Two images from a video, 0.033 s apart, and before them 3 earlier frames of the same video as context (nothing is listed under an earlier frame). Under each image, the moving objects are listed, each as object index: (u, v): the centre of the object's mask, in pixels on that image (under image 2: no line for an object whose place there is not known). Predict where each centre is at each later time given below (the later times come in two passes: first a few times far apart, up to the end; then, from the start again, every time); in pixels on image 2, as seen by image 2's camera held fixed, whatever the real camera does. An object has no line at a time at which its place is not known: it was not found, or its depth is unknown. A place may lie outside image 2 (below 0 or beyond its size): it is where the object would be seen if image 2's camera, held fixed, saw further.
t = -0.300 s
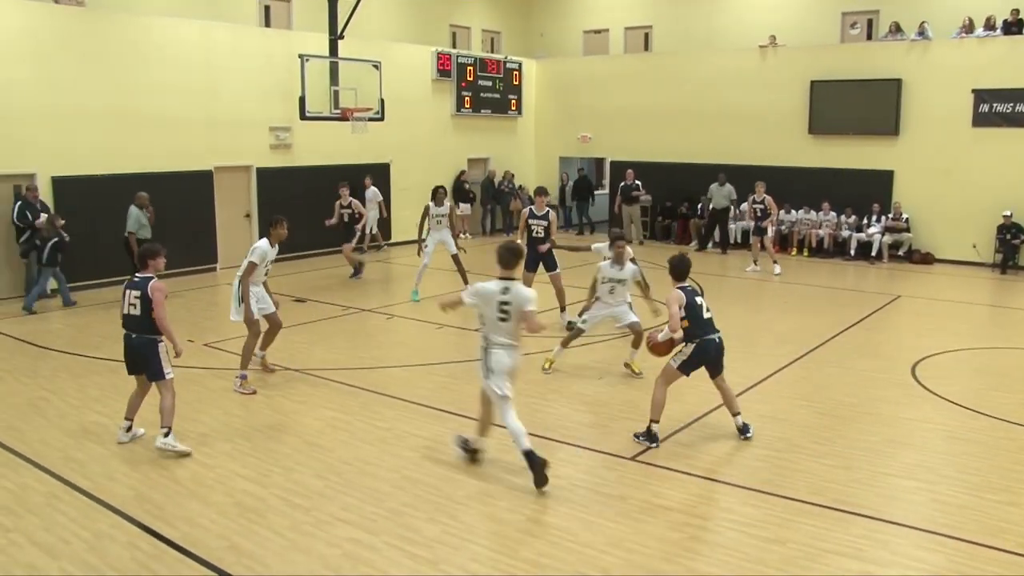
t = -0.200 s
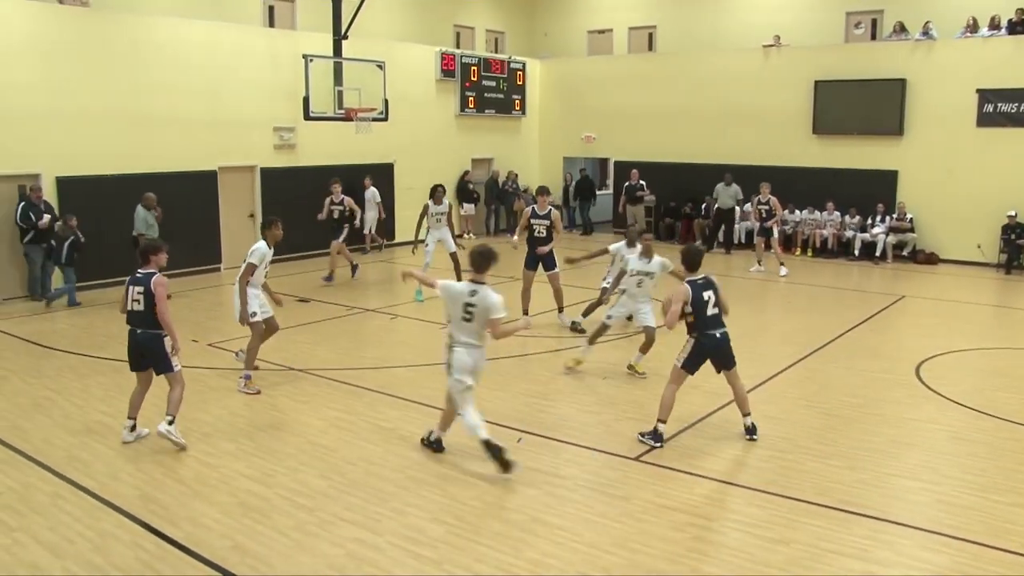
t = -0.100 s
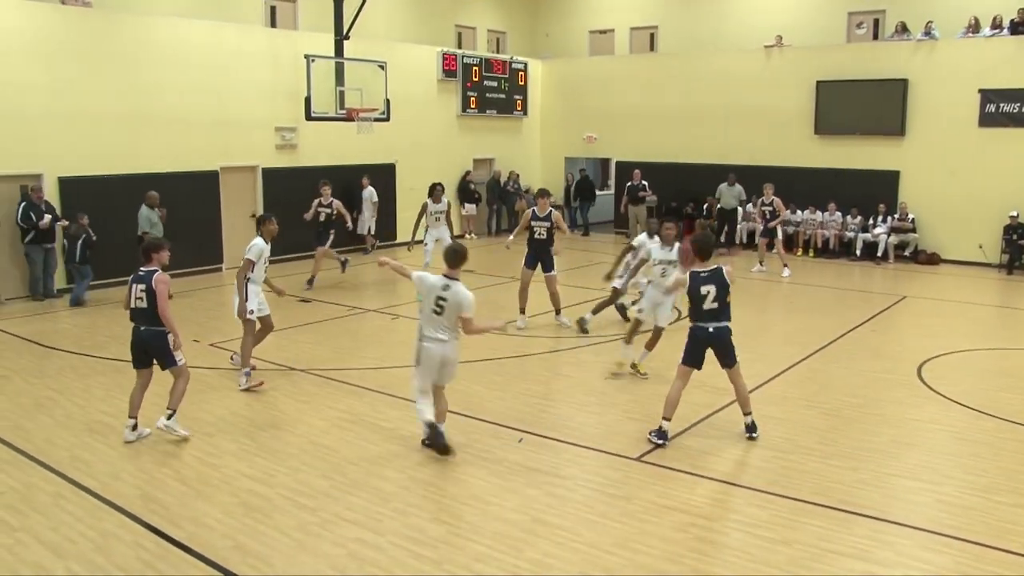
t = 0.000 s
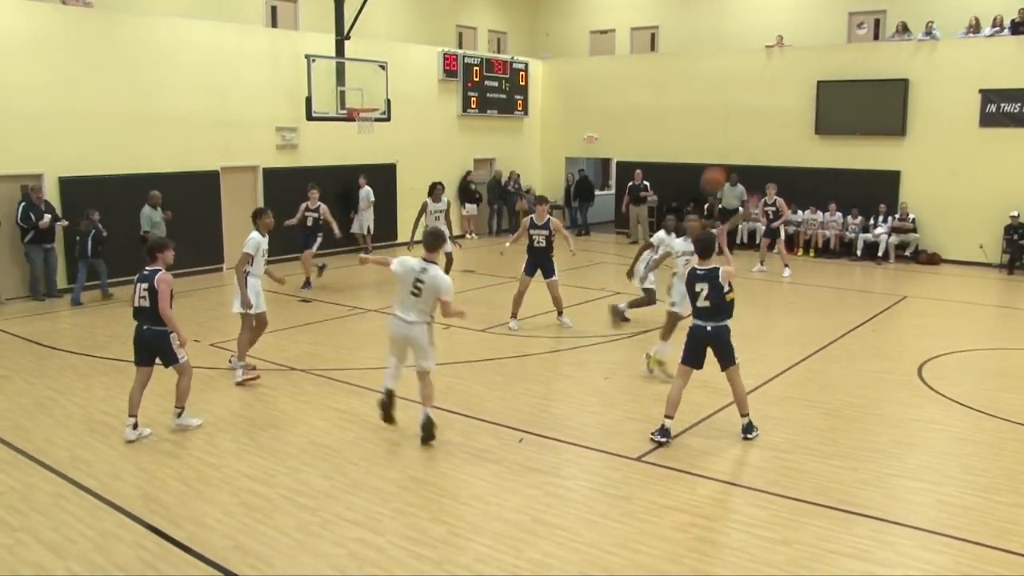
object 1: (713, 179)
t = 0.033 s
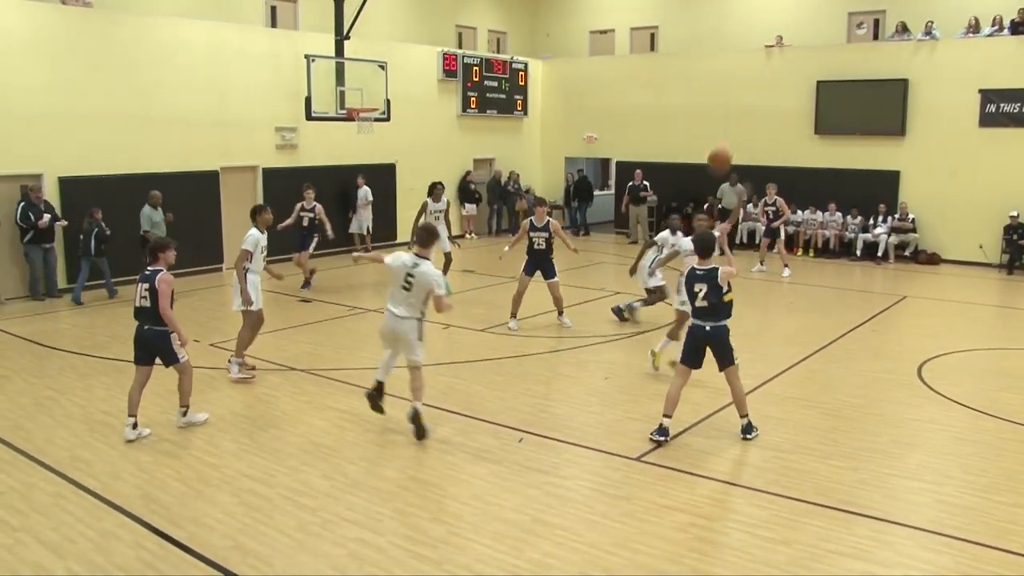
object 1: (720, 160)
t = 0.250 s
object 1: (752, 77)
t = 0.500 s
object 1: (779, 47)
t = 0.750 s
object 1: (797, 63)
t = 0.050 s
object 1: (722, 151)
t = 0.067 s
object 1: (725, 143)
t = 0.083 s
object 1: (728, 135)
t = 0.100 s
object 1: (731, 127)
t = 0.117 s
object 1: (733, 120)
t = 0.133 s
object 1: (736, 113)
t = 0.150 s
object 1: (738, 107)
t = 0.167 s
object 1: (741, 101)
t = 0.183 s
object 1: (743, 95)
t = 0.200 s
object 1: (745, 90)
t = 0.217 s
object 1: (748, 85)
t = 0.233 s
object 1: (750, 81)
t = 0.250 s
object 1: (752, 77)
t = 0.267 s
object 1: (754, 73)
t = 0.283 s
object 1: (756, 69)
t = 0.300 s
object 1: (758, 66)
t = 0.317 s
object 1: (760, 63)
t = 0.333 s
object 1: (762, 60)
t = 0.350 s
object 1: (764, 58)
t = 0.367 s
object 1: (766, 56)
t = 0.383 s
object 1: (768, 54)
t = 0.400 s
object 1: (769, 53)
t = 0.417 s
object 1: (771, 51)
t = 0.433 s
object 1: (772, 50)
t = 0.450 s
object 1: (774, 49)
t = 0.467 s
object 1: (776, 48)
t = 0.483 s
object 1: (778, 47)
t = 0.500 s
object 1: (779, 47)
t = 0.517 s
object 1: (780, 47)
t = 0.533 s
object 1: (782, 47)
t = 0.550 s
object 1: (783, 47)
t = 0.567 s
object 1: (784, 48)
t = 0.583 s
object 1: (786, 48)
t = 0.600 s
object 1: (787, 49)
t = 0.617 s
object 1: (788, 50)
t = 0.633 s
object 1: (789, 51)
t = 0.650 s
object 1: (791, 52)
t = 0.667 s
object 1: (792, 54)
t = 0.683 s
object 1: (793, 55)
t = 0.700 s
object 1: (794, 57)
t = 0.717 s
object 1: (795, 59)
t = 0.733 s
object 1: (796, 61)
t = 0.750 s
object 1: (797, 63)
